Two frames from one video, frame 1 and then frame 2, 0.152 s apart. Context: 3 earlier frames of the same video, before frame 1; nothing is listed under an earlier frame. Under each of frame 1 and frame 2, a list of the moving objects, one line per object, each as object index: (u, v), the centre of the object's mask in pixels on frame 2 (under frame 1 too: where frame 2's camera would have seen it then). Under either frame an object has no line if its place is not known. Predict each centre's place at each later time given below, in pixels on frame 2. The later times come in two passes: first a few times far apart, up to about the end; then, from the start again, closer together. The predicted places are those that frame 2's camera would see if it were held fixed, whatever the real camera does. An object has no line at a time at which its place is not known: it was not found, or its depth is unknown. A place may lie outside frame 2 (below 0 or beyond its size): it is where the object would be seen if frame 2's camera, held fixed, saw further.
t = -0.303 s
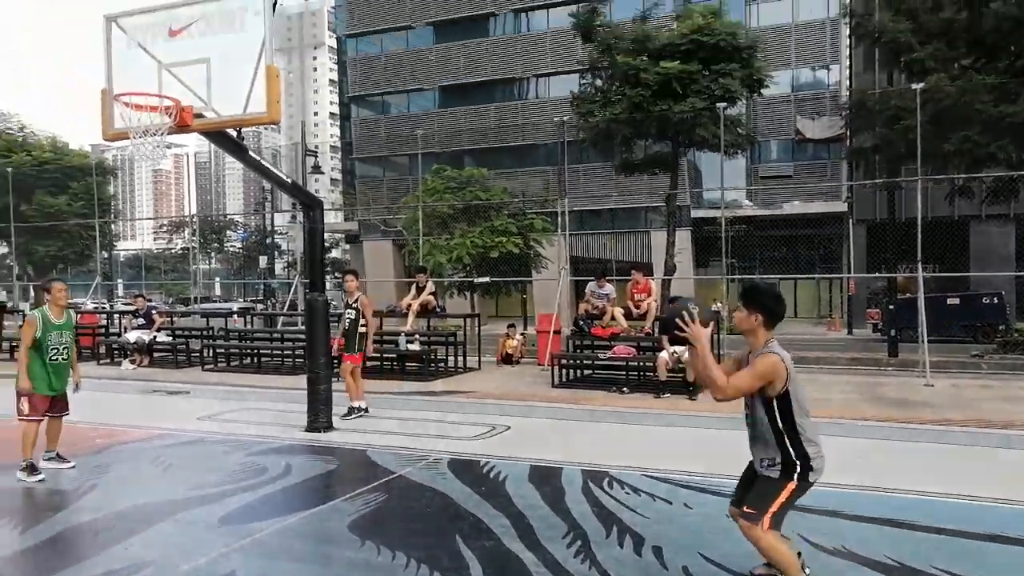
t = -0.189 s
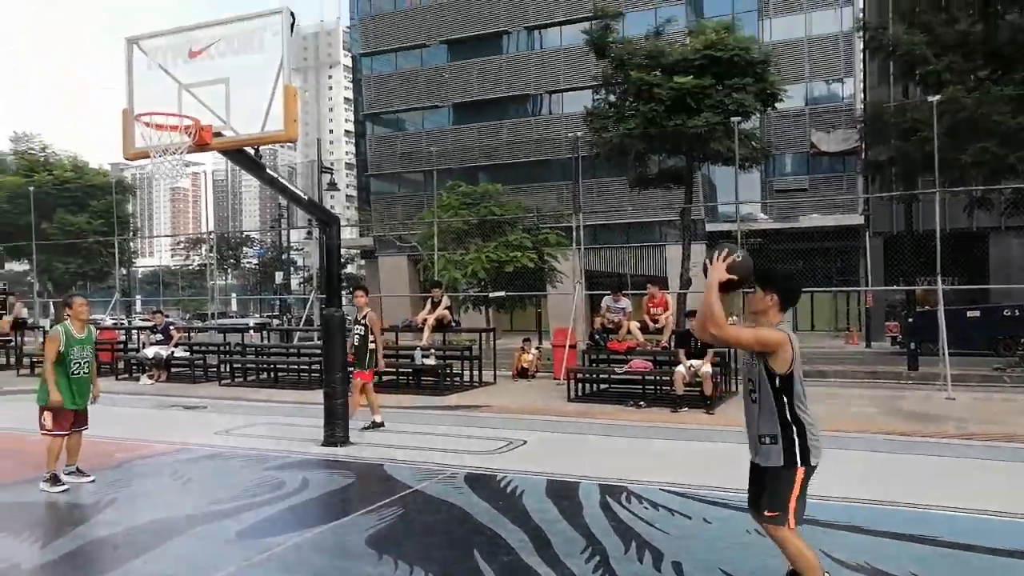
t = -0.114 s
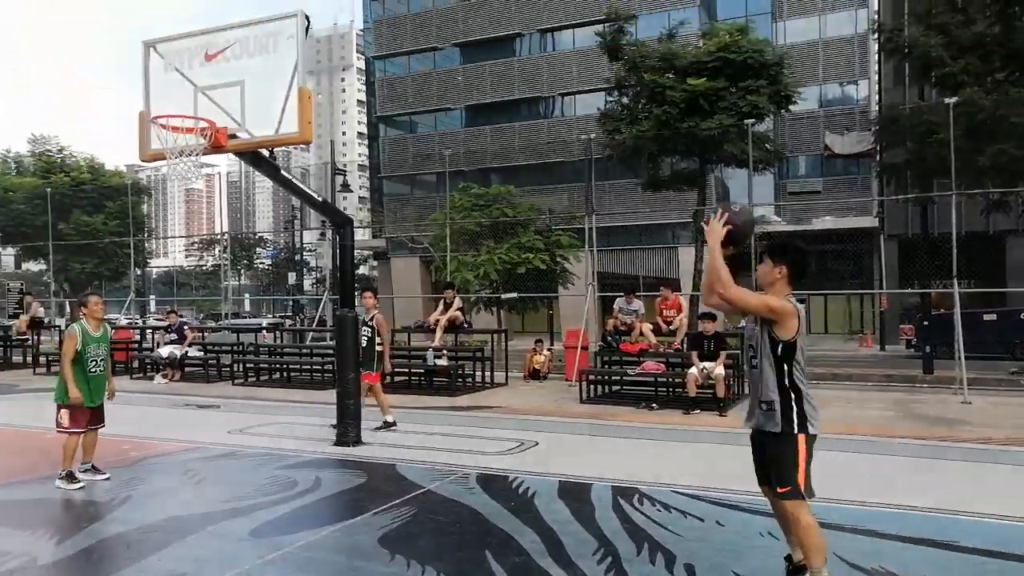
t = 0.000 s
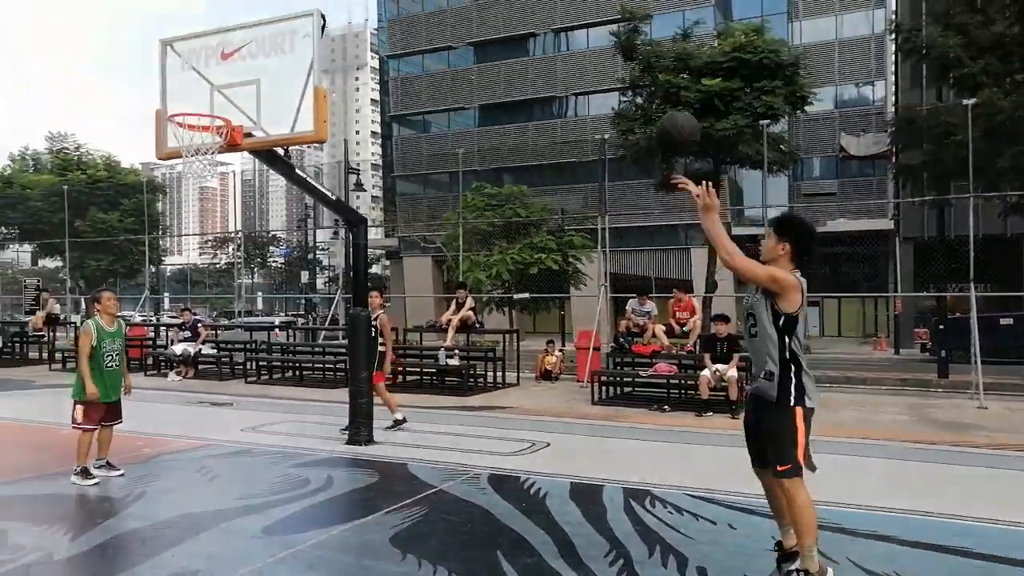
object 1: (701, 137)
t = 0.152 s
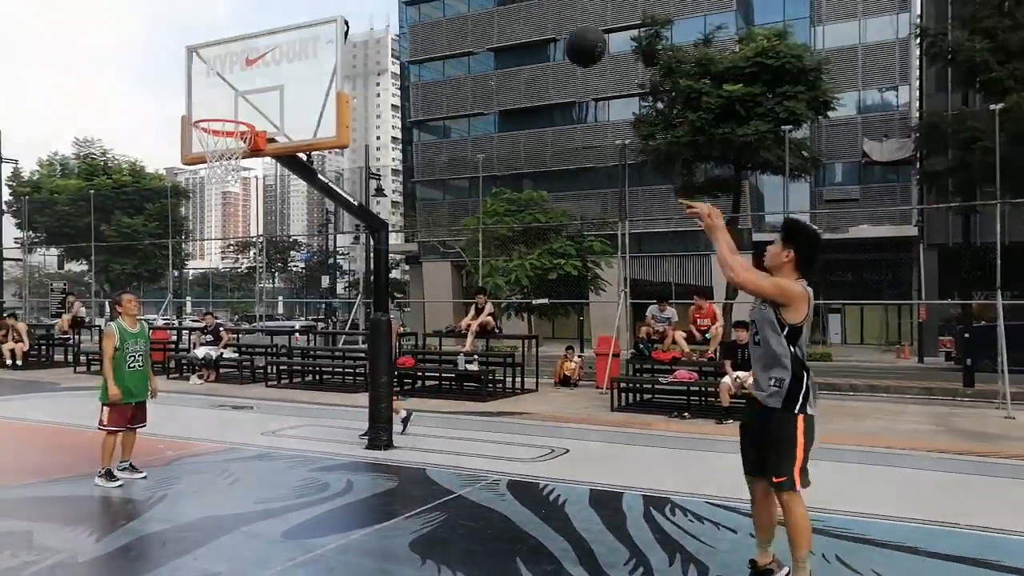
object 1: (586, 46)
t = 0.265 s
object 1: (515, 11)
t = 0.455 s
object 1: (397, 0)
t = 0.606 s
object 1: (334, 27)
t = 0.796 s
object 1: (268, 96)
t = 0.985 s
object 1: (266, 79)
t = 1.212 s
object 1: (252, 63)
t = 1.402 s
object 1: (243, 94)
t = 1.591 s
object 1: (227, 107)
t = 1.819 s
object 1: (216, 105)
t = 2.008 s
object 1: (212, 113)
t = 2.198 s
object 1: (216, 121)
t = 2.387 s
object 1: (223, 157)
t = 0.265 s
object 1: (515, 11)
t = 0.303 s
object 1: (493, 7)
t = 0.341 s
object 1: (471, 3)
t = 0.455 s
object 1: (397, 0)
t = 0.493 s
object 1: (380, 2)
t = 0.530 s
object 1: (365, 9)
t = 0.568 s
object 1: (349, 17)
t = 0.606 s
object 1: (334, 27)
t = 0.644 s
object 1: (320, 38)
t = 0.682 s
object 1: (307, 51)
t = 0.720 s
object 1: (293, 64)
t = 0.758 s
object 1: (280, 80)
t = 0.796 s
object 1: (268, 96)
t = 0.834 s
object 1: (256, 112)
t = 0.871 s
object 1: (258, 104)
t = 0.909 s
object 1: (261, 94)
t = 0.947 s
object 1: (264, 85)
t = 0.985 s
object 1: (266, 79)
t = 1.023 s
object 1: (264, 72)
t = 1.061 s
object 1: (262, 67)
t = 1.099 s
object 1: (260, 64)
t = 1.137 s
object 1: (257, 62)
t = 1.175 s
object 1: (255, 62)
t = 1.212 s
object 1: (252, 63)
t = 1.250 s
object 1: (250, 65)
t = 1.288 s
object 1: (248, 70)
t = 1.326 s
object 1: (247, 76)
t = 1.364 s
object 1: (245, 84)
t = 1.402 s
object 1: (243, 94)
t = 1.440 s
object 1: (240, 106)
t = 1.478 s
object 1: (237, 109)
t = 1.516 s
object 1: (233, 107)
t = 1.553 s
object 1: (230, 106)
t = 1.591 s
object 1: (227, 107)
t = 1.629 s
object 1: (224, 109)
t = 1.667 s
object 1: (221, 114)
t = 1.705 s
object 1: (219, 114)
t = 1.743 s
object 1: (218, 109)
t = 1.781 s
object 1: (217, 106)
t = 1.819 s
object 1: (216, 105)
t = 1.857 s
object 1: (215, 105)
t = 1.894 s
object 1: (214, 106)
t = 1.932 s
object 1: (213, 108)
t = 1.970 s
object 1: (212, 114)
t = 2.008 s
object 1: (212, 113)
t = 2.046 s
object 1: (213, 112)
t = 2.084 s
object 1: (214, 112)
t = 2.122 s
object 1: (214, 114)
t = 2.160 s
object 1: (215, 118)
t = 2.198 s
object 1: (216, 121)
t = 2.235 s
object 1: (217, 125)
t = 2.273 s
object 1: (218, 131)
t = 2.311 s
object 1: (220, 138)
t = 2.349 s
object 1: (222, 147)
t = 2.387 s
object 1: (223, 157)
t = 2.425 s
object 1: (226, 177)
